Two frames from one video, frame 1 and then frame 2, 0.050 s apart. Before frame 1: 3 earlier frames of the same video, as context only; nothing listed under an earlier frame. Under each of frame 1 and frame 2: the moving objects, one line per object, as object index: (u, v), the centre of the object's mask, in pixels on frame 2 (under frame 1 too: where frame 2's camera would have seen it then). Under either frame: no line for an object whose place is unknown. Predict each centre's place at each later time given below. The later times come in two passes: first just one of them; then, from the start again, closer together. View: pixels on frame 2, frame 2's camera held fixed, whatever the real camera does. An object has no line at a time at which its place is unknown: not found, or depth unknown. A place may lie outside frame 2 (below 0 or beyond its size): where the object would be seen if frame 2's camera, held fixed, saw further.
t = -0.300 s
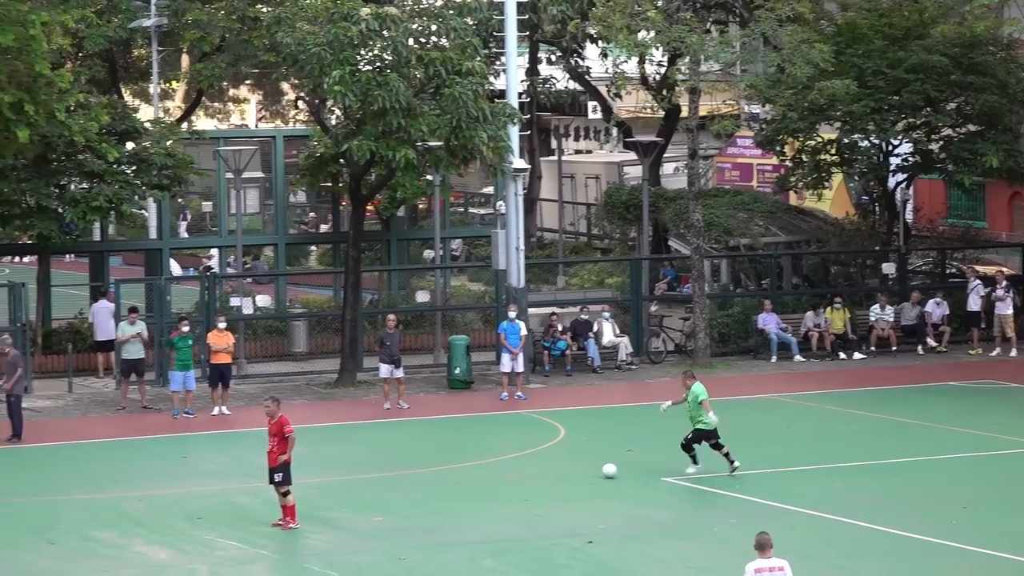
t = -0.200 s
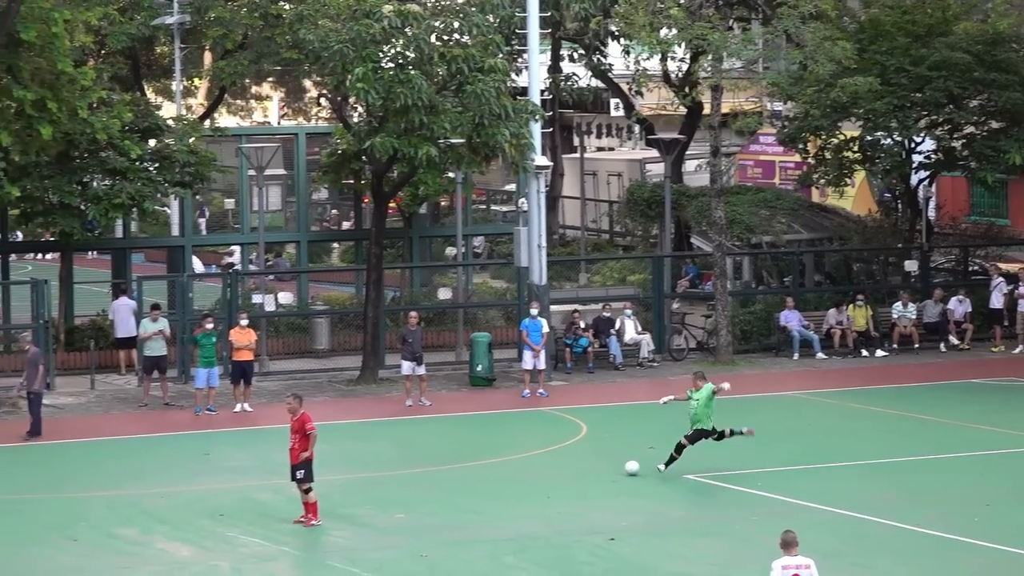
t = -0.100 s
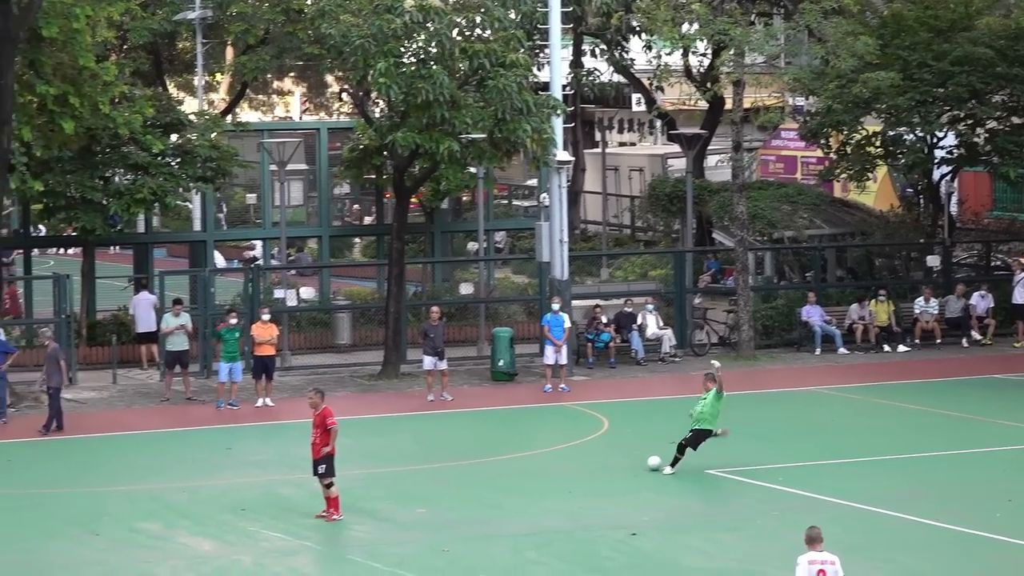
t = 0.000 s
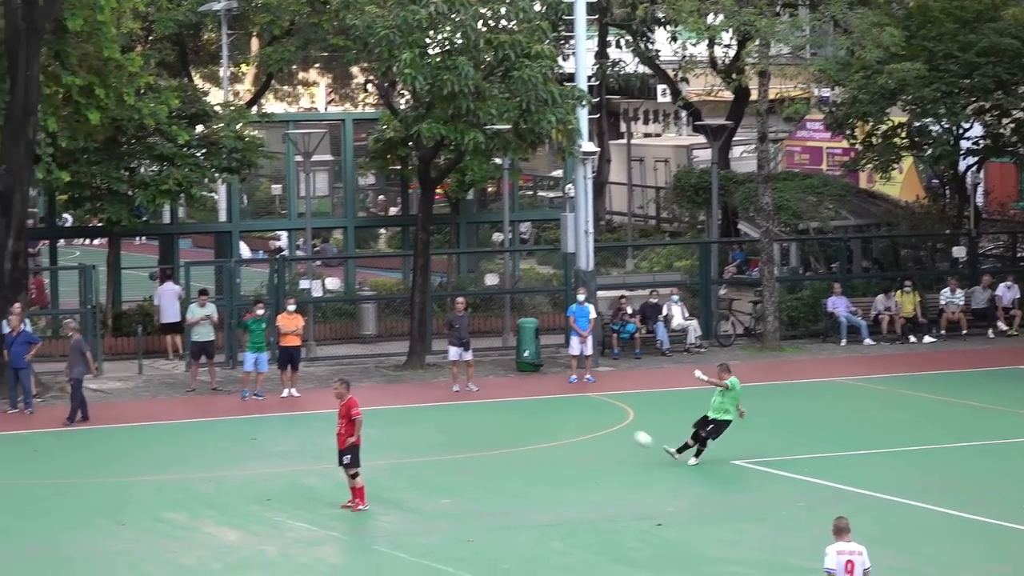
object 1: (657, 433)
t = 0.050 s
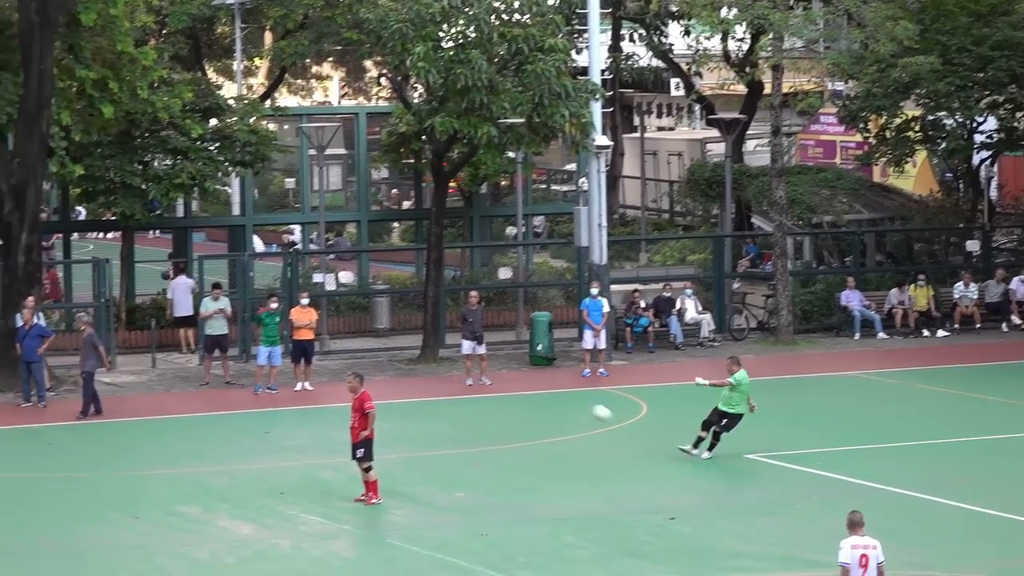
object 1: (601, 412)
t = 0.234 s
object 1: (404, 344)
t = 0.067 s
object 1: (583, 406)
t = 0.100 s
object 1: (547, 392)
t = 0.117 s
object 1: (528, 386)
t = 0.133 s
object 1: (511, 380)
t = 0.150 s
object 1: (494, 374)
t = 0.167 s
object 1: (475, 368)
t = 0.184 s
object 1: (457, 362)
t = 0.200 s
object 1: (440, 356)
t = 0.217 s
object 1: (422, 351)
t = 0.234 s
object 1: (404, 344)
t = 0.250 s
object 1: (386, 339)
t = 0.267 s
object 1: (368, 332)
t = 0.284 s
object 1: (350, 328)
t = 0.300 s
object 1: (332, 323)
